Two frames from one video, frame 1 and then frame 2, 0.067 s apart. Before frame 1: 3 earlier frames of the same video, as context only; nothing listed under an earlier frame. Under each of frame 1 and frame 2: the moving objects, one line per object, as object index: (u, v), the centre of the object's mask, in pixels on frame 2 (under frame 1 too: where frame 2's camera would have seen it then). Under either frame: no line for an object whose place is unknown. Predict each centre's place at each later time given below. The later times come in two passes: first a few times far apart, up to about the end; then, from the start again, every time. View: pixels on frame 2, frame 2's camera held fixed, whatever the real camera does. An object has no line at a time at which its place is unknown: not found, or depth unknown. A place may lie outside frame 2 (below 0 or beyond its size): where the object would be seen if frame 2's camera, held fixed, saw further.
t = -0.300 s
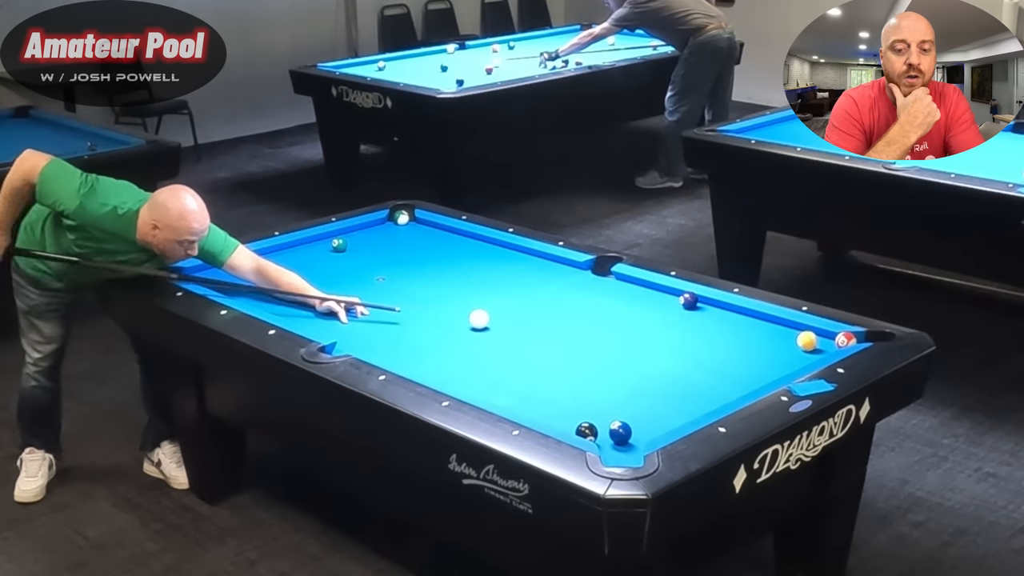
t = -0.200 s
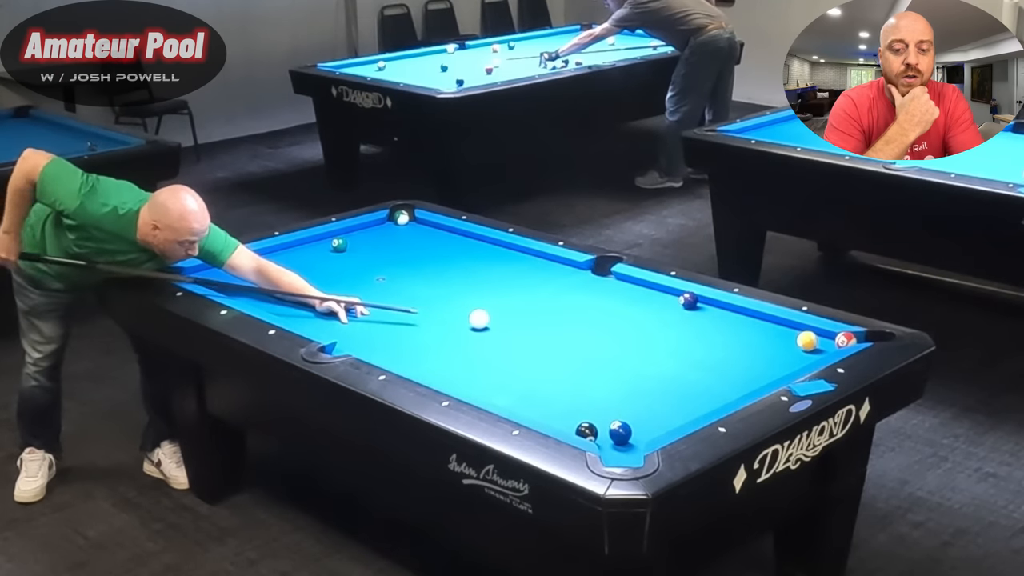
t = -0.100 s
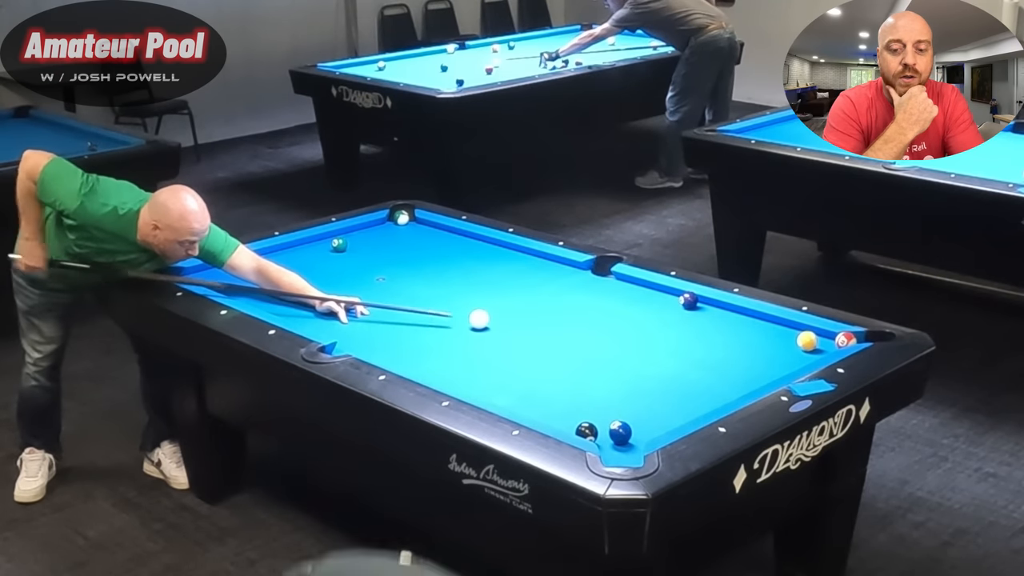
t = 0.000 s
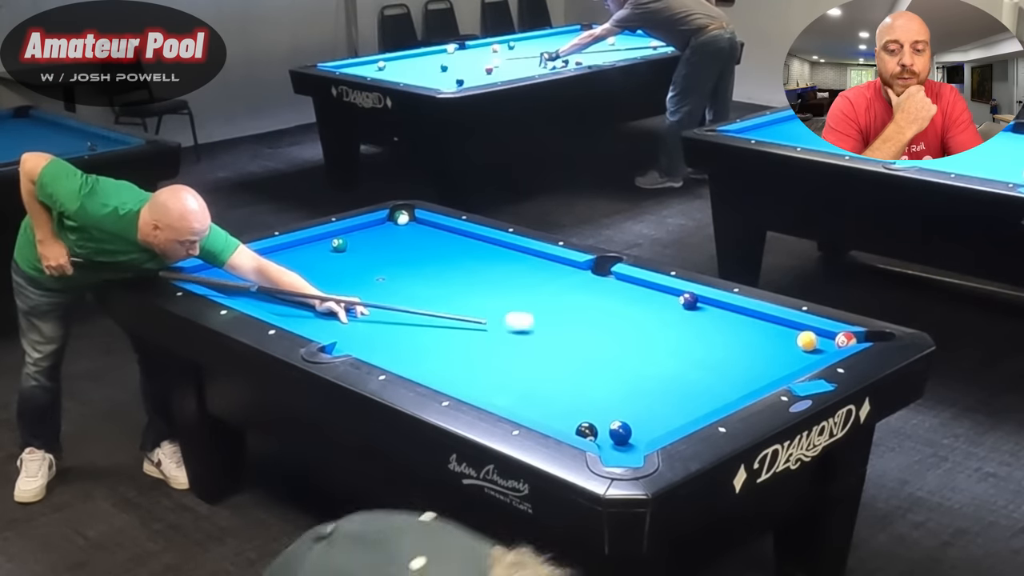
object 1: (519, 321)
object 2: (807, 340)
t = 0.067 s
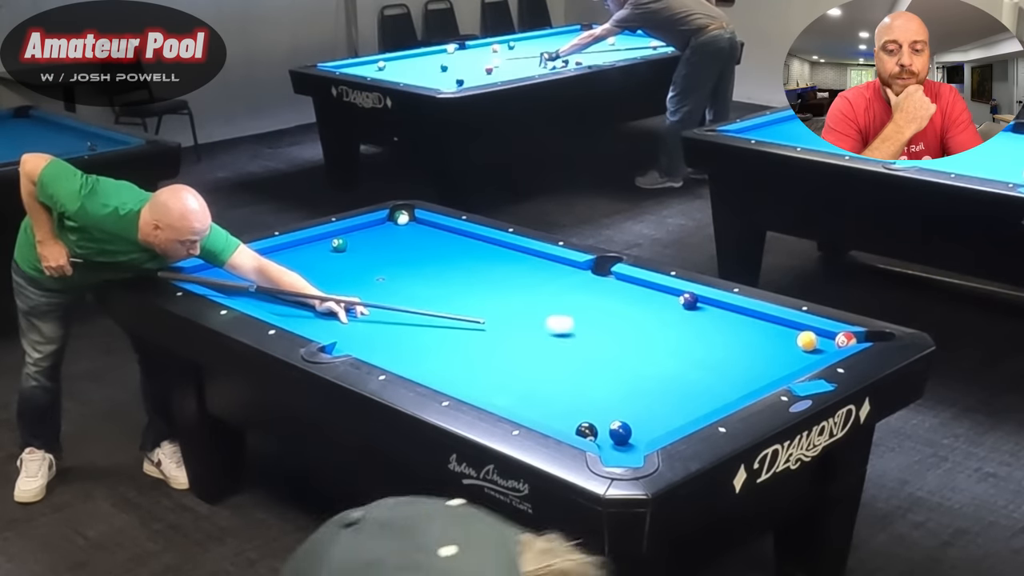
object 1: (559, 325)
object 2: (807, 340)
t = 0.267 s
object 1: (666, 332)
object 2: (807, 340)
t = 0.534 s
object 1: (791, 345)
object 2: (825, 339)
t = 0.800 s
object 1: (798, 354)
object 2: (816, 336)
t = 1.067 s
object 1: (754, 351)
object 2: (800, 338)
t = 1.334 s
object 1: (712, 348)
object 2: (784, 339)
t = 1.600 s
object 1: (672, 345)
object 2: (771, 340)
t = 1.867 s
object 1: (636, 343)
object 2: (760, 342)
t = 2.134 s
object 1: (602, 340)
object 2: (751, 343)
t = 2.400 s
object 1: (571, 338)
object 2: (743, 344)
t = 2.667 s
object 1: (542, 336)
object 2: (738, 344)
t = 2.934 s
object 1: (516, 334)
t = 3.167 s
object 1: (494, 333)
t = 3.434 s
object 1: (471, 332)
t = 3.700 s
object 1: (451, 331)
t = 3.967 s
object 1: (433, 330)
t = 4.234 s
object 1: (417, 329)
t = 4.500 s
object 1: (403, 328)
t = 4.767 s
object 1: (391, 328)
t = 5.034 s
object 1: (381, 327)
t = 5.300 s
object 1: (373, 327)
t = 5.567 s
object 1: (366, 326)
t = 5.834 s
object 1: (362, 326)
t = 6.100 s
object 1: (360, 326)
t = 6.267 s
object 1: (360, 326)
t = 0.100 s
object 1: (578, 326)
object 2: (807, 340)
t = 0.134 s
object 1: (596, 327)
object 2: (807, 340)
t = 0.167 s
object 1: (613, 329)
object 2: (807, 340)
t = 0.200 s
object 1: (631, 330)
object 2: (807, 340)
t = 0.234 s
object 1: (649, 331)
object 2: (807, 340)
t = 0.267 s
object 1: (666, 332)
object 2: (807, 340)
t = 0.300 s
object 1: (685, 334)
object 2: (807, 340)
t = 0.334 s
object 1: (703, 335)
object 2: (807, 340)
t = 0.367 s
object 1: (721, 336)
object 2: (807, 340)
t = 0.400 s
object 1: (739, 338)
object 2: (807, 340)
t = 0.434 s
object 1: (758, 339)
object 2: (807, 340)
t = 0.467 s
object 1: (776, 341)
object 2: (807, 340)
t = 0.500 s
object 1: (789, 343)
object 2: (813, 339)
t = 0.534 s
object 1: (791, 345)
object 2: (825, 339)
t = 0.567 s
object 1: (795, 348)
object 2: (826, 337)
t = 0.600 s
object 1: (800, 350)
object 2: (827, 336)
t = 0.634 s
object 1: (806, 351)
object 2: (827, 335)
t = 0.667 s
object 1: (812, 352)
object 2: (825, 336)
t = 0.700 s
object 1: (815, 353)
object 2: (823, 336)
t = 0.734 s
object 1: (810, 354)
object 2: (821, 336)
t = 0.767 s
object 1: (804, 354)
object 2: (818, 336)
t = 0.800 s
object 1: (798, 354)
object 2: (816, 336)
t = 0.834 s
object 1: (793, 354)
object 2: (814, 336)
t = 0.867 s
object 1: (787, 354)
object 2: (812, 337)
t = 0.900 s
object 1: (782, 353)
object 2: (810, 337)
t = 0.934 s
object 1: (776, 353)
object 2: (808, 337)
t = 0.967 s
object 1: (771, 352)
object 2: (806, 337)
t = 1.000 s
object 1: (765, 352)
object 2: (803, 337)
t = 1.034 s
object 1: (759, 351)
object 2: (802, 338)
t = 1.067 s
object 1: (754, 351)
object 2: (800, 338)
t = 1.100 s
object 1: (748, 351)
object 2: (797, 338)
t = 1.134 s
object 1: (743, 350)
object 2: (796, 338)
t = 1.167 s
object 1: (738, 350)
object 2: (794, 338)
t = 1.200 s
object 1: (732, 350)
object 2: (791, 338)
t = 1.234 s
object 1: (727, 349)
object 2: (790, 338)
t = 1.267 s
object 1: (722, 349)
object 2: (788, 339)
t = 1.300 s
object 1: (717, 348)
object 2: (786, 339)
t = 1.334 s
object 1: (712, 348)
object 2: (784, 339)
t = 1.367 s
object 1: (706, 348)
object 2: (782, 340)
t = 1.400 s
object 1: (702, 347)
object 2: (781, 339)
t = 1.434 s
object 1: (697, 347)
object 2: (779, 340)
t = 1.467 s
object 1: (692, 347)
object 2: (777, 340)
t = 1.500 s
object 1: (687, 346)
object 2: (776, 340)
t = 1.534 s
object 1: (682, 346)
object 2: (774, 340)
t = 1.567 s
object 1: (677, 346)
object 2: (773, 340)
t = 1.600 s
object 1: (672, 345)
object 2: (771, 340)
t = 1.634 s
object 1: (668, 345)
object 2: (770, 341)
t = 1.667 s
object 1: (663, 345)
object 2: (768, 341)
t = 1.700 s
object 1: (659, 344)
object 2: (767, 341)
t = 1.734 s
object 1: (654, 344)
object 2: (765, 341)
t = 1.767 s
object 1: (650, 344)
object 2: (764, 341)
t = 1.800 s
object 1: (645, 343)
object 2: (763, 341)
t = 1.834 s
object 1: (641, 343)
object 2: (761, 341)
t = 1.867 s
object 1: (636, 343)
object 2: (760, 342)
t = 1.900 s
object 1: (632, 343)
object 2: (759, 342)
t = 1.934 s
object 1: (628, 342)
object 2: (757, 342)
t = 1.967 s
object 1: (623, 342)
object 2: (756, 342)
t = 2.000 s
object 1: (619, 341)
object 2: (755, 342)
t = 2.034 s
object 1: (615, 341)
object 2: (754, 342)
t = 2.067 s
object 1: (611, 341)
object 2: (753, 342)
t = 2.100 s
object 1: (606, 341)
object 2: (752, 343)
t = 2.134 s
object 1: (602, 340)
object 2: (751, 343)
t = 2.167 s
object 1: (598, 340)
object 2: (750, 343)
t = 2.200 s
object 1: (595, 340)
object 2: (749, 343)
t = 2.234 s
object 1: (591, 339)
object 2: (748, 343)
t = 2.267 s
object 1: (587, 339)
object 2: (747, 343)
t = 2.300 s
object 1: (582, 339)
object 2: (746, 343)
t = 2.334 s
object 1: (578, 339)
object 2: (745, 343)
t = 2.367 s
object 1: (575, 338)
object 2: (744, 343)
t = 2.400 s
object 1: (571, 338)
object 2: (743, 344)
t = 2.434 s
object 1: (567, 338)
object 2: (743, 344)
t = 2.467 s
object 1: (564, 338)
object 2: (742, 344)
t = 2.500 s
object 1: (560, 337)
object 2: (741, 344)
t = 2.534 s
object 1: (557, 337)
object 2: (740, 344)
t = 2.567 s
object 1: (553, 337)
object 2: (740, 344)
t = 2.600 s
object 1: (549, 337)
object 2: (739, 344)
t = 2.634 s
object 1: (546, 337)
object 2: (738, 344)
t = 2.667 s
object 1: (542, 336)
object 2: (738, 344)
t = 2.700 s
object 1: (539, 336)
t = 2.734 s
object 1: (536, 336)
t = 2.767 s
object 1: (532, 336)
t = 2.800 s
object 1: (529, 336)
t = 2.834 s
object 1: (526, 335)
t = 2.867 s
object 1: (522, 335)
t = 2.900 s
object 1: (519, 335)
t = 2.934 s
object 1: (516, 334)
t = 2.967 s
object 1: (513, 334)
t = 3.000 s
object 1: (510, 334)
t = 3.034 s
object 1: (506, 334)
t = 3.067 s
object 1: (503, 333)
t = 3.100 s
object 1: (500, 333)
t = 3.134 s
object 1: (498, 333)
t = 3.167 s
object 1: (494, 333)
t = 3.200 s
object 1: (492, 333)
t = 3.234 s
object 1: (488, 333)
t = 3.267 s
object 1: (486, 332)
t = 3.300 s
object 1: (483, 332)
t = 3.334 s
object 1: (480, 332)
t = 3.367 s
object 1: (477, 332)
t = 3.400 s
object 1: (474, 332)
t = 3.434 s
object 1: (471, 332)
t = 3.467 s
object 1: (469, 332)
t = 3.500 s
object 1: (466, 332)
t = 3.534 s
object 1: (464, 332)
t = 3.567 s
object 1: (461, 331)
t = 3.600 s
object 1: (459, 331)
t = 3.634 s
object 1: (456, 331)
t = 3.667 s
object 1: (454, 331)
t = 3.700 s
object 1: (451, 331)
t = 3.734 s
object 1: (449, 331)
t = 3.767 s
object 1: (446, 331)
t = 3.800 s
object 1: (444, 331)
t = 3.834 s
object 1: (442, 330)
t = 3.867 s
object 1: (439, 330)
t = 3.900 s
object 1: (437, 330)
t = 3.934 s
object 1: (435, 330)
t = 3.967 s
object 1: (433, 330)
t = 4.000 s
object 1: (431, 330)
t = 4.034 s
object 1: (428, 330)
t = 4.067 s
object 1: (427, 330)
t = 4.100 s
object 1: (425, 329)
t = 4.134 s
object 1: (423, 329)
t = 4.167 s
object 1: (421, 329)
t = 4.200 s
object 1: (419, 329)
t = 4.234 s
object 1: (417, 329)
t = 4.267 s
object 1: (415, 329)
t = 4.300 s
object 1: (413, 328)
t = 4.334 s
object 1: (411, 328)
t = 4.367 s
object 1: (409, 329)
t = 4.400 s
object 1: (408, 328)
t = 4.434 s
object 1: (406, 328)
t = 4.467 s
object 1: (404, 328)
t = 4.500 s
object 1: (403, 328)
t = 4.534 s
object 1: (401, 328)
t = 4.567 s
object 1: (400, 328)
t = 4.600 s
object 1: (398, 328)
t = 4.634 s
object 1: (397, 327)
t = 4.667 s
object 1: (395, 327)
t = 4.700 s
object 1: (394, 328)
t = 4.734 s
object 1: (393, 327)
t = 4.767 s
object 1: (391, 328)
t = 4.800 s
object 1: (390, 327)
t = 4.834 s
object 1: (388, 327)
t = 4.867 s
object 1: (387, 327)
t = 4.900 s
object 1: (385, 327)
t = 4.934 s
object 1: (384, 327)
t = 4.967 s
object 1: (383, 327)
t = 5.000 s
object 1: (382, 327)
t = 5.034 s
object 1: (381, 327)
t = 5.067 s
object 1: (380, 327)
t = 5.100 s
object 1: (379, 327)
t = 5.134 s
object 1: (378, 327)
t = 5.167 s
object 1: (377, 327)
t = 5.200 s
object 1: (376, 327)
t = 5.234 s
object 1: (374, 327)
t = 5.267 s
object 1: (373, 327)
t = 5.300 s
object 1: (373, 327)
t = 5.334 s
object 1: (372, 327)
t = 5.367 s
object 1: (371, 327)
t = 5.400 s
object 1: (370, 326)
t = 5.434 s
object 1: (369, 326)
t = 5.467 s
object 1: (369, 326)
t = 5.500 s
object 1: (368, 326)
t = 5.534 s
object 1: (367, 326)
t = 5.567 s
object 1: (366, 326)
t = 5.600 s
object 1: (366, 326)
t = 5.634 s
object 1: (365, 326)
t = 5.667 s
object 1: (365, 326)
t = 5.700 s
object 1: (364, 326)
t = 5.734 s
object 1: (364, 326)
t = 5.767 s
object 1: (363, 326)
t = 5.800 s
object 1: (363, 326)
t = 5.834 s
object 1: (362, 326)
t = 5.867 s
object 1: (362, 326)
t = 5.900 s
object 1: (361, 326)
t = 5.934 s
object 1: (361, 326)
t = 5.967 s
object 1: (361, 326)
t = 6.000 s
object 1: (360, 326)
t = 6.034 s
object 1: (360, 326)
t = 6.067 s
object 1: (360, 326)
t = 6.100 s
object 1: (360, 326)
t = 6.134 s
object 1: (360, 326)
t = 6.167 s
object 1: (360, 326)
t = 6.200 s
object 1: (360, 326)
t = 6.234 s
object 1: (359, 326)
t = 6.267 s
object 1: (360, 326)
